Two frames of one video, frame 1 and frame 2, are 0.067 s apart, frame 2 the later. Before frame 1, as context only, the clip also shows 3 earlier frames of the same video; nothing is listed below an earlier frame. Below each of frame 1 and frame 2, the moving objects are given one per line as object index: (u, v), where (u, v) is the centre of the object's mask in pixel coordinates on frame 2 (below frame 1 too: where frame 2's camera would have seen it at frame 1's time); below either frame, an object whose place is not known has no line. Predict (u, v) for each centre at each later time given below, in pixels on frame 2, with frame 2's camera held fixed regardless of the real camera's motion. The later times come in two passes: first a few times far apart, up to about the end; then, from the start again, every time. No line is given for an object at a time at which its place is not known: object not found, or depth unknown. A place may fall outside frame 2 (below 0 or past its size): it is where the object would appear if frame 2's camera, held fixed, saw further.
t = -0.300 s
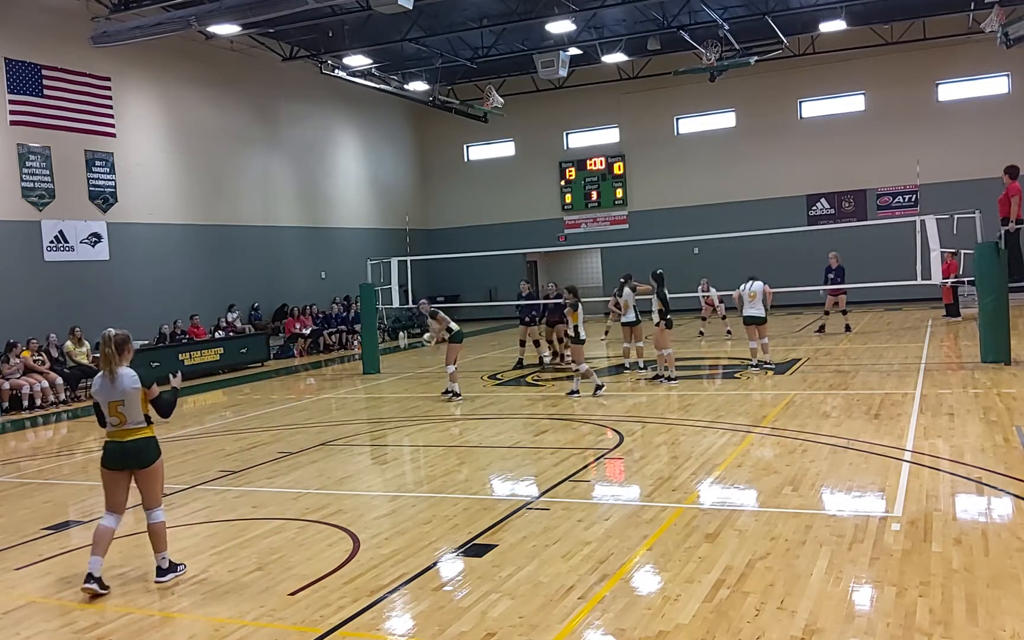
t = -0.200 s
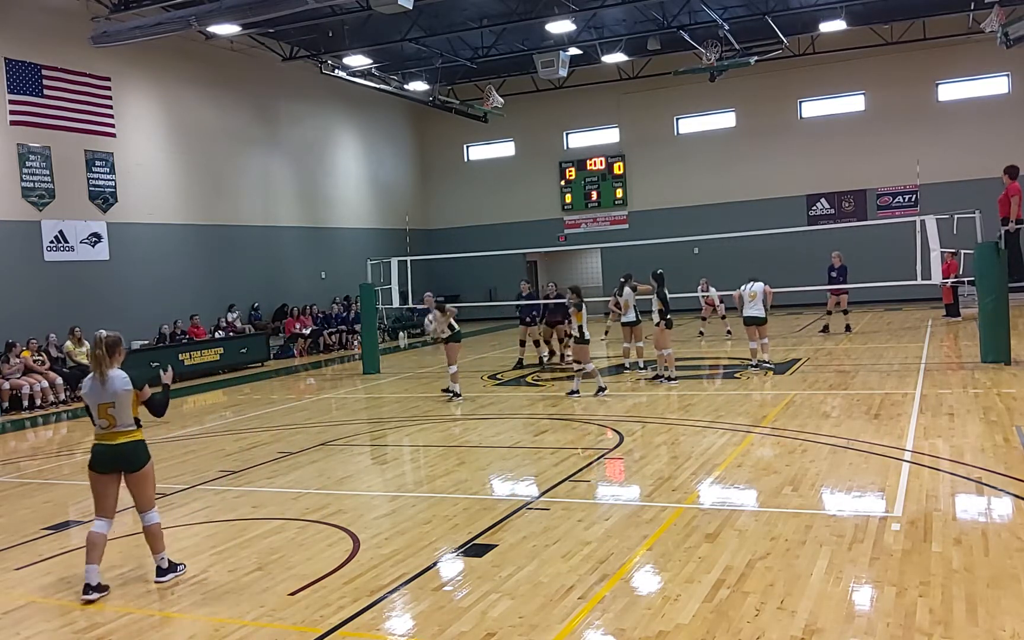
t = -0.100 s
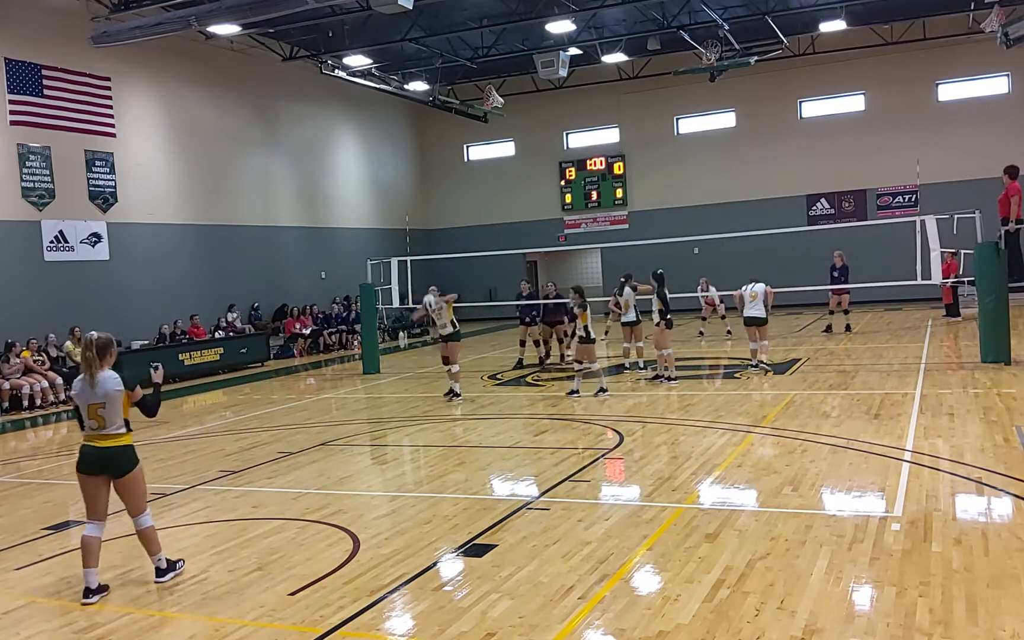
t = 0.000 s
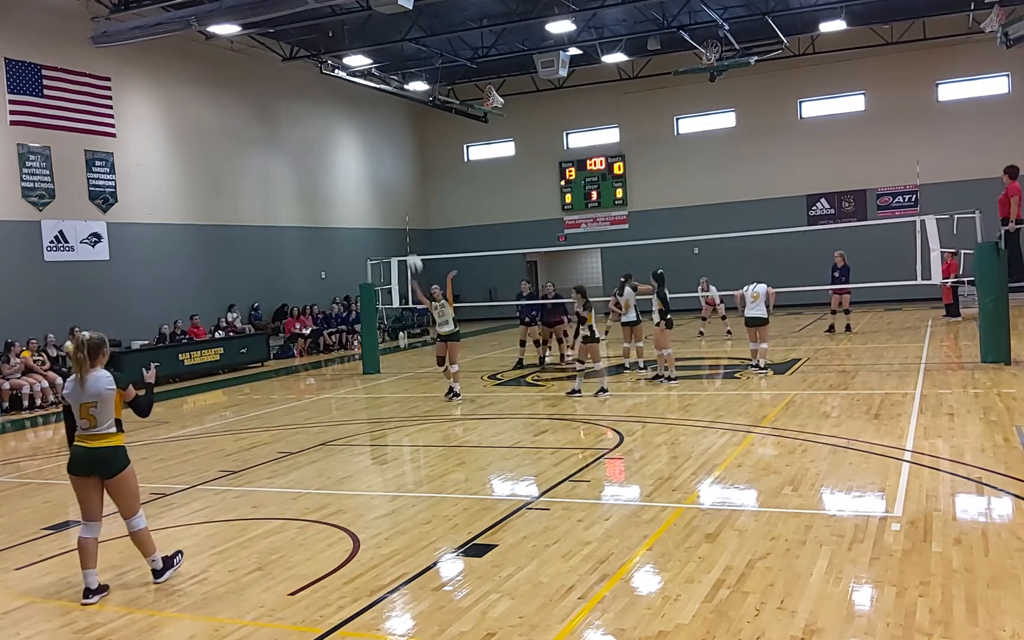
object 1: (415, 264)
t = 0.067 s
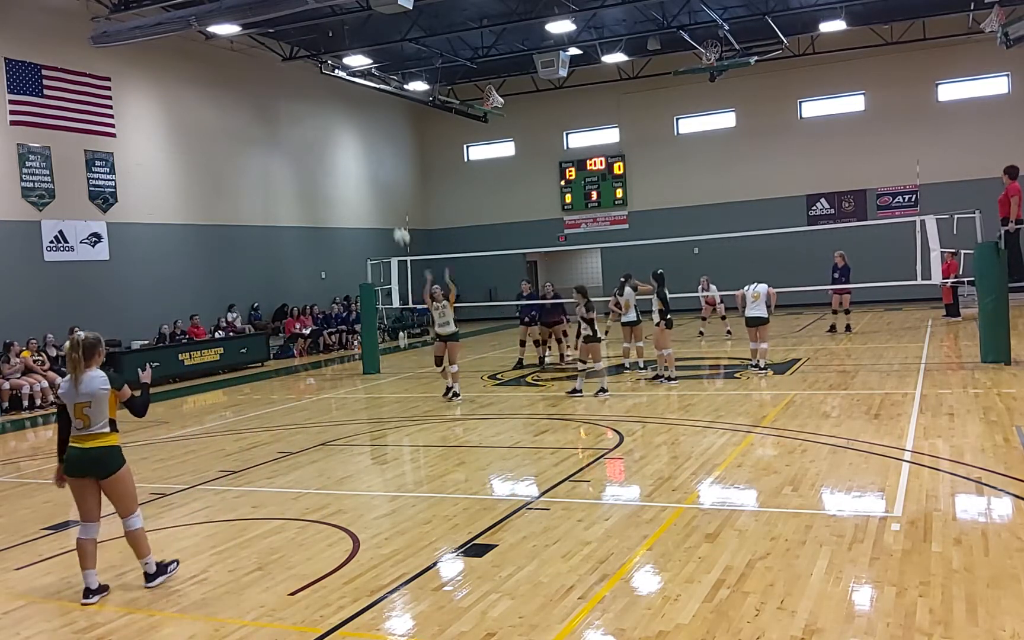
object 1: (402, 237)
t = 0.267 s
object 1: (356, 162)
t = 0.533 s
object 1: (287, 101)
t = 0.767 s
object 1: (214, 90)
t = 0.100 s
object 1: (394, 223)
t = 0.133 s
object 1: (388, 209)
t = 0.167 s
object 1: (381, 197)
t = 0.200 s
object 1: (373, 183)
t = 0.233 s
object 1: (365, 173)
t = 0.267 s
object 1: (356, 162)
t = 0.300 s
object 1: (349, 154)
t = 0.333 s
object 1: (341, 143)
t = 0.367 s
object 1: (332, 134)
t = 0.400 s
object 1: (324, 126)
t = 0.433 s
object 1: (315, 119)
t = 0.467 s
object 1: (306, 112)
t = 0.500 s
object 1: (296, 106)
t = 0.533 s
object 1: (287, 101)
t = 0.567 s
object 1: (277, 96)
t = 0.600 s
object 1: (267, 92)
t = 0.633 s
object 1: (257, 89)
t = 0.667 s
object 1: (246, 88)
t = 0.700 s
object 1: (235, 87)
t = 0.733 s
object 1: (225, 88)
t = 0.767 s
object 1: (214, 90)
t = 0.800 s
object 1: (202, 94)
